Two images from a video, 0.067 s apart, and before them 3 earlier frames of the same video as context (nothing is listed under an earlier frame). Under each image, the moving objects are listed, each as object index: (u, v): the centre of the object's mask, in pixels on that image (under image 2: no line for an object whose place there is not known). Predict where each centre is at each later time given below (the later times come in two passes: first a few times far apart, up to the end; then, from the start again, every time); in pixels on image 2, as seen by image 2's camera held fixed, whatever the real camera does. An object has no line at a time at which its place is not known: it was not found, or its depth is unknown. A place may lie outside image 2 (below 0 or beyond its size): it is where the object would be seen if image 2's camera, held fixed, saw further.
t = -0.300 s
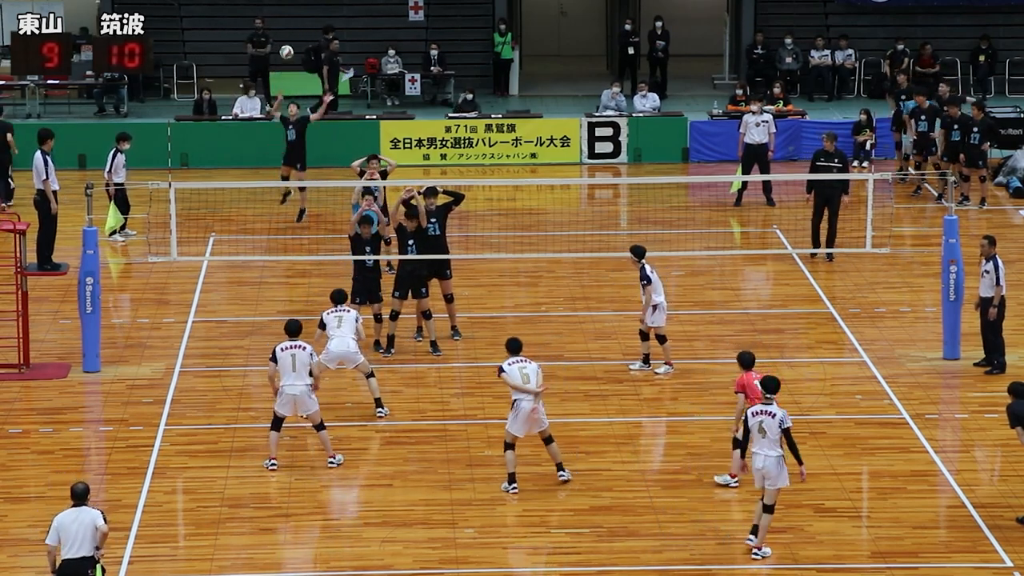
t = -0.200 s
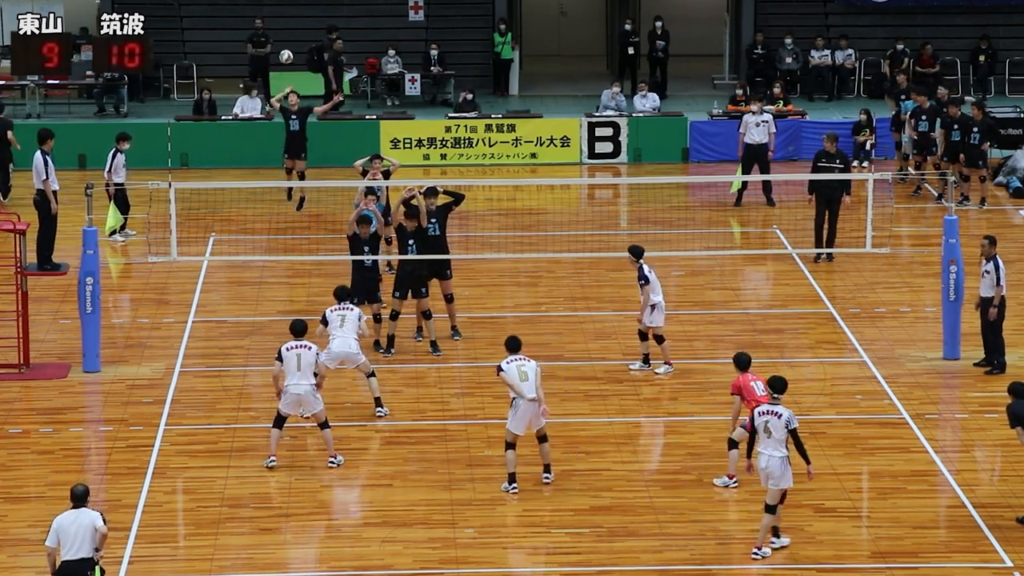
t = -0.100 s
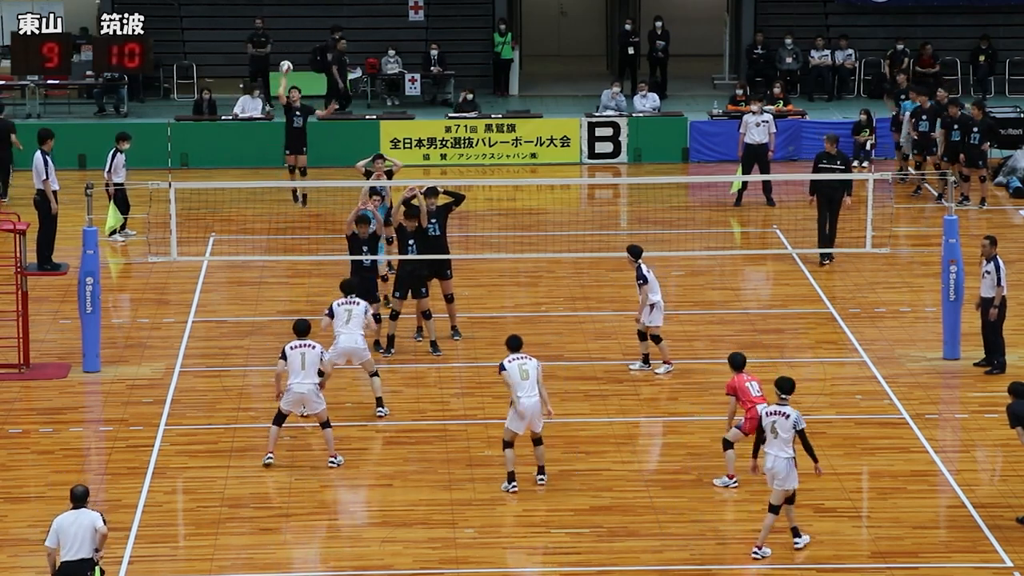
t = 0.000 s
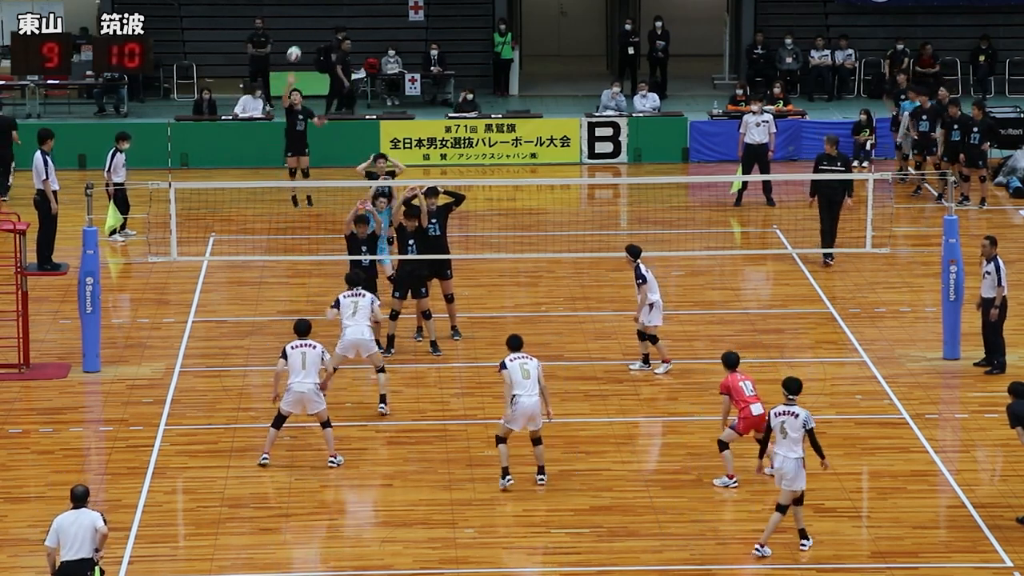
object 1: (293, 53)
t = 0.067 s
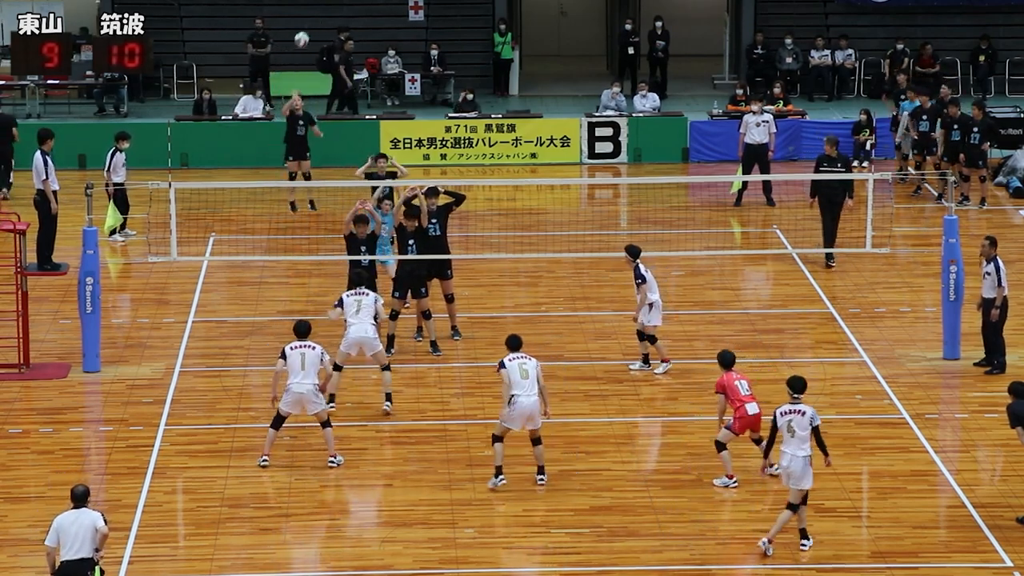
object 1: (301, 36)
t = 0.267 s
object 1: (322, 11)
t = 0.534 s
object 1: (340, 19)
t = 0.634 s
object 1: (345, 35)
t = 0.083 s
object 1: (303, 34)
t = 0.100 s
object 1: (305, 32)
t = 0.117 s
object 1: (307, 28)
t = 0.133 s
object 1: (308, 25)
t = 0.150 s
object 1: (311, 23)
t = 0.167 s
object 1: (312, 21)
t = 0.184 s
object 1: (314, 19)
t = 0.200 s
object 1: (315, 17)
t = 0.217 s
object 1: (317, 15)
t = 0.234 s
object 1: (318, 13)
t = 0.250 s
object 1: (320, 12)
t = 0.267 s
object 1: (322, 11)
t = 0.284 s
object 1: (323, 10)
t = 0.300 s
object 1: (324, 9)
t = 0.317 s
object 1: (326, 9)
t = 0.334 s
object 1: (327, 8)
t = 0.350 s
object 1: (328, 8)
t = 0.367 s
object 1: (330, 8)
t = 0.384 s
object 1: (331, 8)
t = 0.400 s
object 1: (332, 9)
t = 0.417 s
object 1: (333, 9)
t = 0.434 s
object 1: (334, 10)
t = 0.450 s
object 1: (335, 11)
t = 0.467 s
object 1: (337, 13)
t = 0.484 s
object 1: (338, 14)
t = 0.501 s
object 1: (338, 15)
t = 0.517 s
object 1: (339, 17)
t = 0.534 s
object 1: (340, 19)
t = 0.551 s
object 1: (341, 21)
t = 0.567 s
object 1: (342, 24)
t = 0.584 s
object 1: (343, 26)
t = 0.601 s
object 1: (344, 28)
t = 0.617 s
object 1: (344, 31)
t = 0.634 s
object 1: (345, 35)
